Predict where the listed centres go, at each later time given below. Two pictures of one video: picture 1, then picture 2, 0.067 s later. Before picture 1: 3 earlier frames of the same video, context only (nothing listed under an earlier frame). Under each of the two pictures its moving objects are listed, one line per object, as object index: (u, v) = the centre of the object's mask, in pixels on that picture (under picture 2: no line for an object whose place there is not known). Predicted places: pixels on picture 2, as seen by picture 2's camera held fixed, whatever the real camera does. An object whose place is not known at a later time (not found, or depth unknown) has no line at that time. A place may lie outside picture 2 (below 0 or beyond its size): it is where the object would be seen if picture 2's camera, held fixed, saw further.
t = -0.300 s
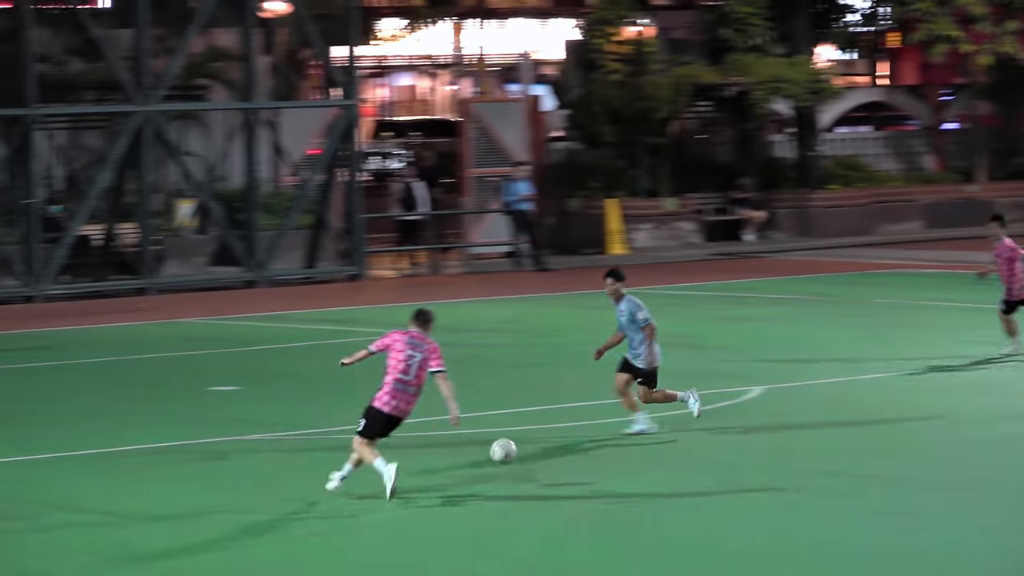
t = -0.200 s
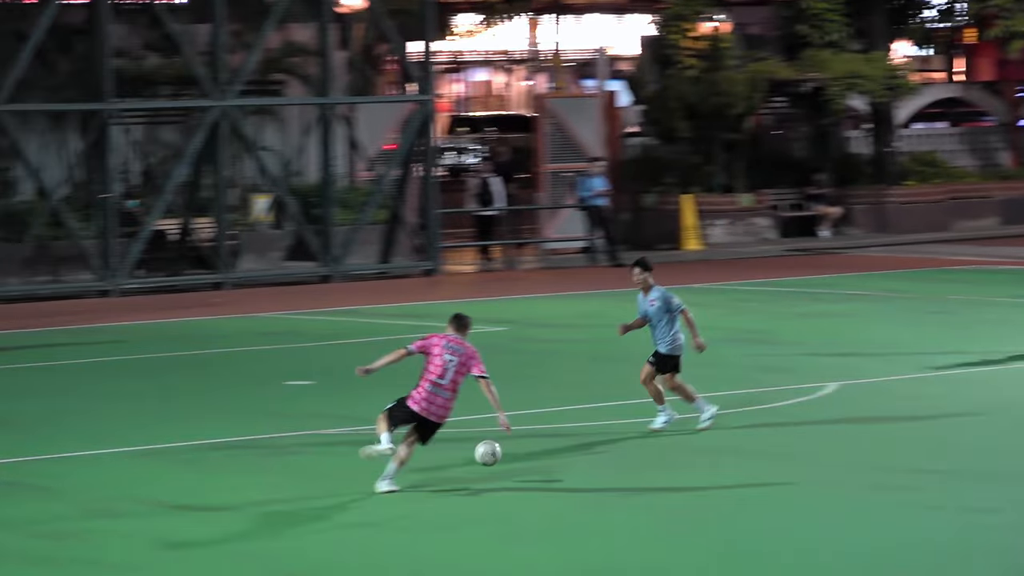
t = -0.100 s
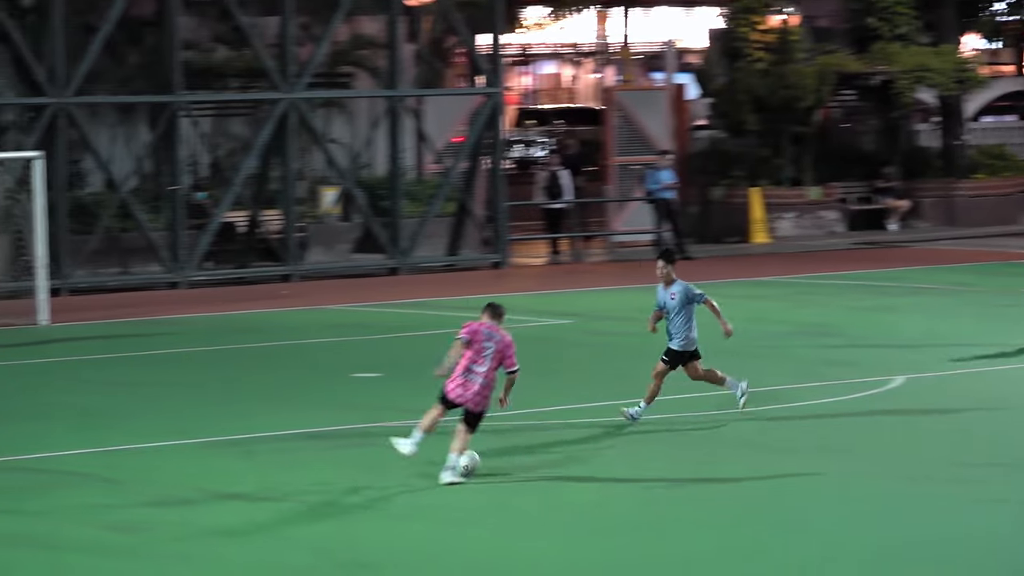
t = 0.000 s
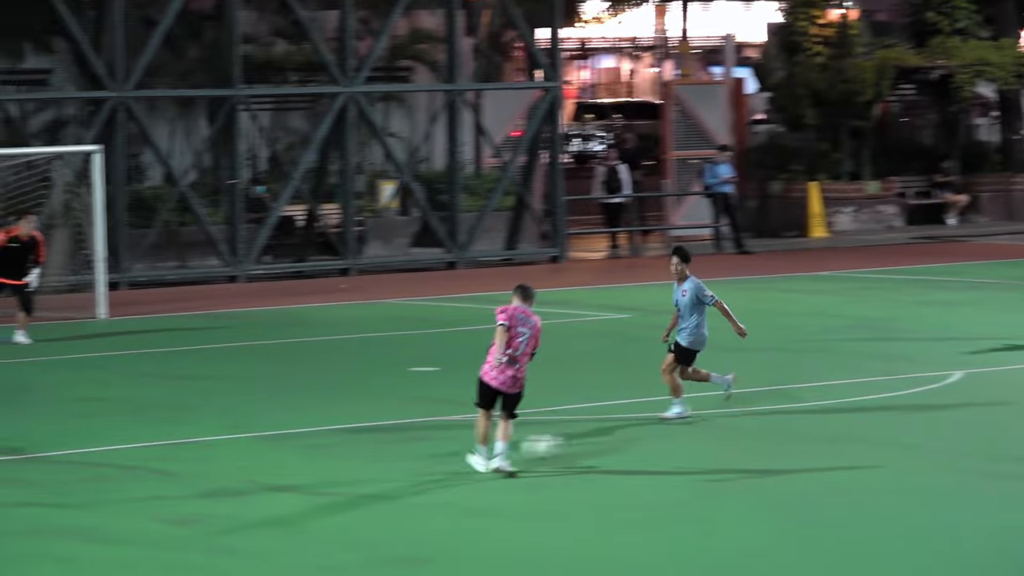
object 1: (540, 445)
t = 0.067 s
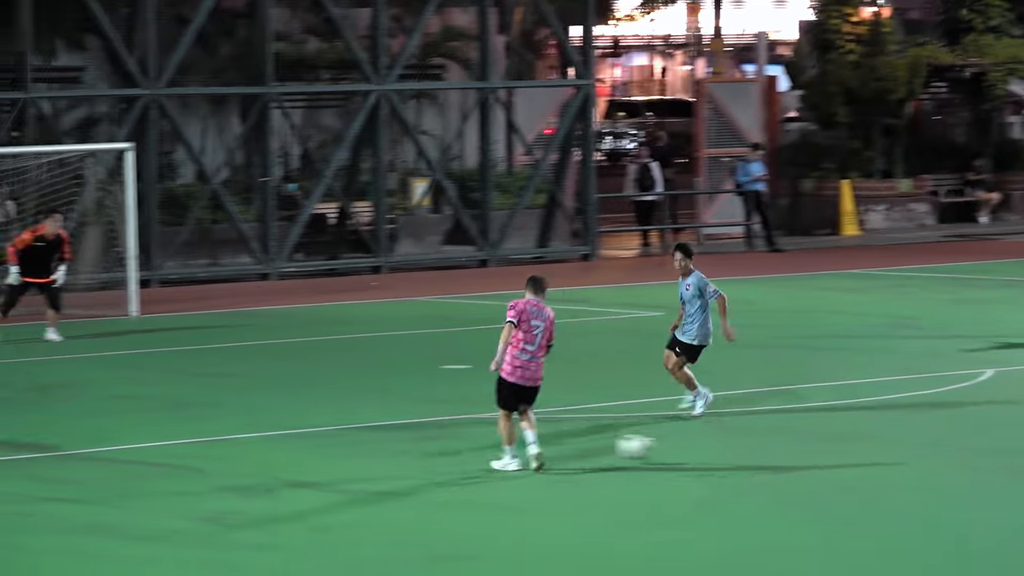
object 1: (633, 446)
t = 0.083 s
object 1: (646, 448)
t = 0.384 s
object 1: (855, 442)
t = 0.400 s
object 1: (868, 442)
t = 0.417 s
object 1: (880, 442)
